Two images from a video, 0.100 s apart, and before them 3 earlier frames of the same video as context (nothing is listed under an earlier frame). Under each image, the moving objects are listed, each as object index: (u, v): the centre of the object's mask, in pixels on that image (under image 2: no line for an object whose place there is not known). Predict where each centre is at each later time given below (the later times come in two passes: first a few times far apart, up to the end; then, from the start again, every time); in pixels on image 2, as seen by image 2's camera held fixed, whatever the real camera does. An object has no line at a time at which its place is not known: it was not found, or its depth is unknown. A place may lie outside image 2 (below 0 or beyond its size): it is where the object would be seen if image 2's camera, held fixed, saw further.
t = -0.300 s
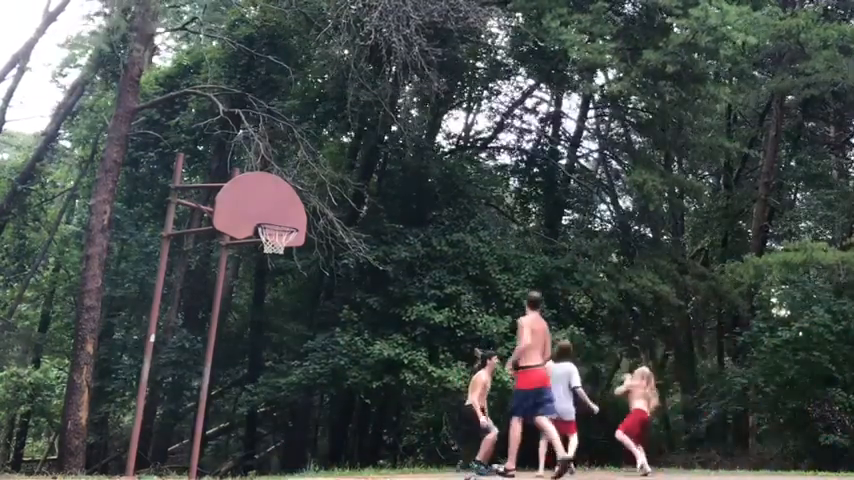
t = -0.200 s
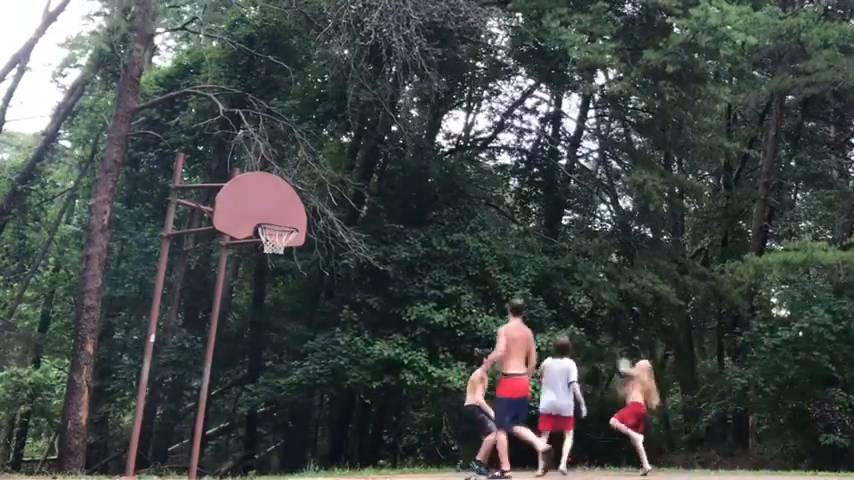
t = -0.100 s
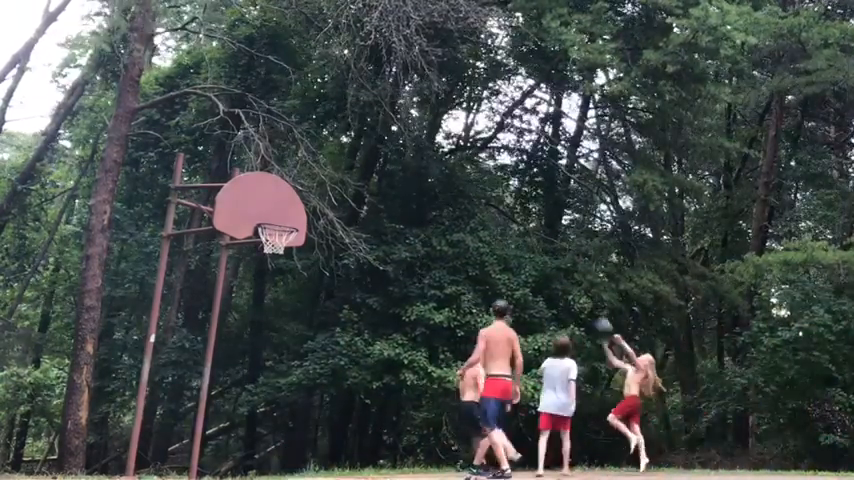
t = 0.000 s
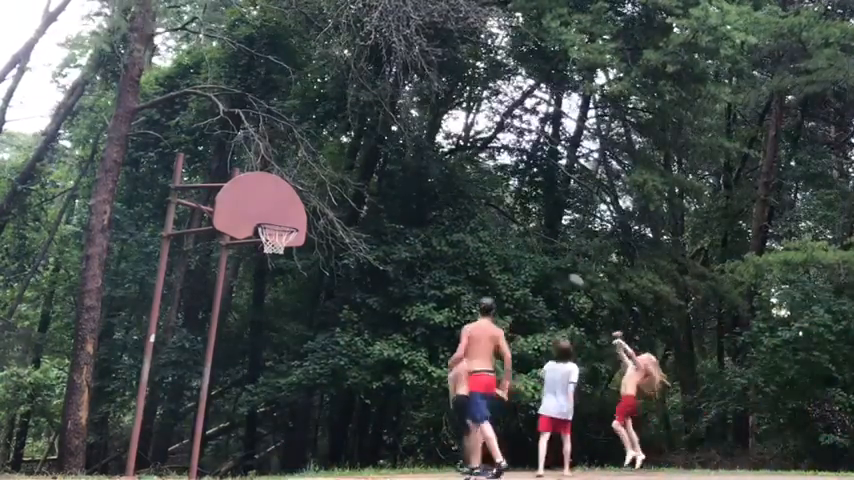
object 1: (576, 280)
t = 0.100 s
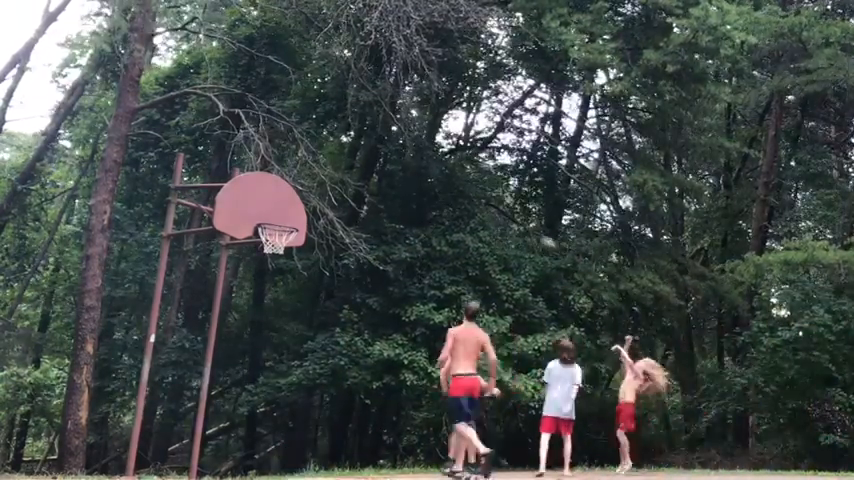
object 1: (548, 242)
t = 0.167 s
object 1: (528, 223)
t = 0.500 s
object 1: (431, 167)
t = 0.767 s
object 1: (351, 177)
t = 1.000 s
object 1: (279, 220)
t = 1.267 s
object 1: (288, 213)
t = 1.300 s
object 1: (291, 215)
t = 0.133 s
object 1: (536, 232)
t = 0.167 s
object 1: (528, 223)
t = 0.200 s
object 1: (519, 214)
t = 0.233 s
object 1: (508, 204)
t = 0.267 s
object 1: (499, 198)
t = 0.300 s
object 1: (489, 190)
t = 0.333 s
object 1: (480, 184)
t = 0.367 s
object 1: (470, 180)
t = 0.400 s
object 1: (461, 175)
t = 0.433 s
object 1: (452, 171)
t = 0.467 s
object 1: (442, 168)
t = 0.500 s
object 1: (431, 167)
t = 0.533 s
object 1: (422, 166)
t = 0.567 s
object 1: (412, 165)
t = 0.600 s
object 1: (402, 165)
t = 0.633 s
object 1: (392, 166)
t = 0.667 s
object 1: (381, 168)
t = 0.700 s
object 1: (371, 170)
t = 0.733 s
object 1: (361, 175)
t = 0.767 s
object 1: (351, 177)
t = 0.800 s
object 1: (340, 182)
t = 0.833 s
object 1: (336, 185)
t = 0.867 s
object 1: (315, 198)
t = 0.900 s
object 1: (307, 204)
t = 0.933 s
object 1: (296, 216)
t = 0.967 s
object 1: (286, 221)
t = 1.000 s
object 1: (279, 220)
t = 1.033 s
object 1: (272, 221)
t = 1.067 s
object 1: (271, 219)
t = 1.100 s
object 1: (274, 216)
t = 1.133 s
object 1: (277, 214)
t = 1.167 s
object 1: (280, 212)
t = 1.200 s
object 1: (282, 212)
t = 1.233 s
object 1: (284, 213)
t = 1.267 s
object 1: (288, 213)
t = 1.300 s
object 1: (291, 215)
